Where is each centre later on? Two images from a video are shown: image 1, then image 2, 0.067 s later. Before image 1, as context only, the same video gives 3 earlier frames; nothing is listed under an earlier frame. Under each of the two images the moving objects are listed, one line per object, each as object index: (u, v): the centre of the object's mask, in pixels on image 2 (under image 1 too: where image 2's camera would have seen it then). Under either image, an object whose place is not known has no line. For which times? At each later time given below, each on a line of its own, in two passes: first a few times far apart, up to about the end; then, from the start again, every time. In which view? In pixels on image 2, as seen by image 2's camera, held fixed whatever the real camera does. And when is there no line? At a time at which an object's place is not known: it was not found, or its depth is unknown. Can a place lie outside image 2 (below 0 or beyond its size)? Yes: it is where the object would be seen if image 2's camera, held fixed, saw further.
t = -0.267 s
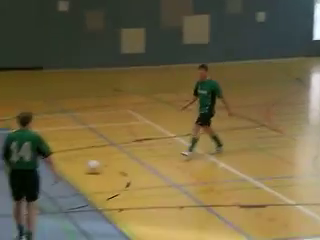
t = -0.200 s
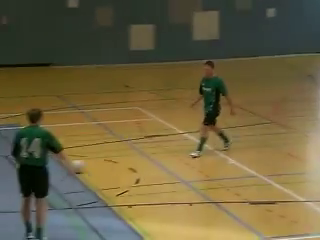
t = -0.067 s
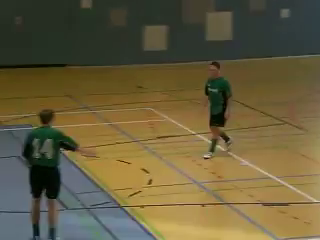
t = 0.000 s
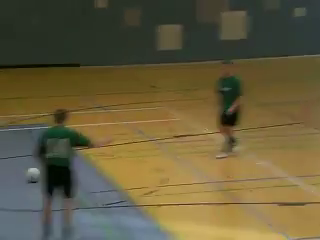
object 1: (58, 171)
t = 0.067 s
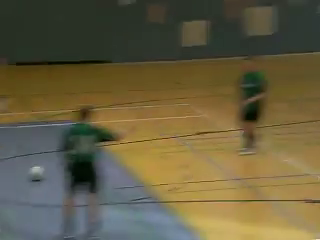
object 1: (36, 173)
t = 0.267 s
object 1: (-18, 178)
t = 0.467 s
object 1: (-73, 184)
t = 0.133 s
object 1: (18, 175)
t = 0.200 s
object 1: (0, 176)
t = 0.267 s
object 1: (-18, 178)
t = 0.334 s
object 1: (-38, 180)
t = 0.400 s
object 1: (-55, 182)
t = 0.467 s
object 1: (-73, 184)
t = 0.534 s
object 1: (-93, 186)
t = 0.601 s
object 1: (-111, 187)
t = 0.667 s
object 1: (-133, 189)
